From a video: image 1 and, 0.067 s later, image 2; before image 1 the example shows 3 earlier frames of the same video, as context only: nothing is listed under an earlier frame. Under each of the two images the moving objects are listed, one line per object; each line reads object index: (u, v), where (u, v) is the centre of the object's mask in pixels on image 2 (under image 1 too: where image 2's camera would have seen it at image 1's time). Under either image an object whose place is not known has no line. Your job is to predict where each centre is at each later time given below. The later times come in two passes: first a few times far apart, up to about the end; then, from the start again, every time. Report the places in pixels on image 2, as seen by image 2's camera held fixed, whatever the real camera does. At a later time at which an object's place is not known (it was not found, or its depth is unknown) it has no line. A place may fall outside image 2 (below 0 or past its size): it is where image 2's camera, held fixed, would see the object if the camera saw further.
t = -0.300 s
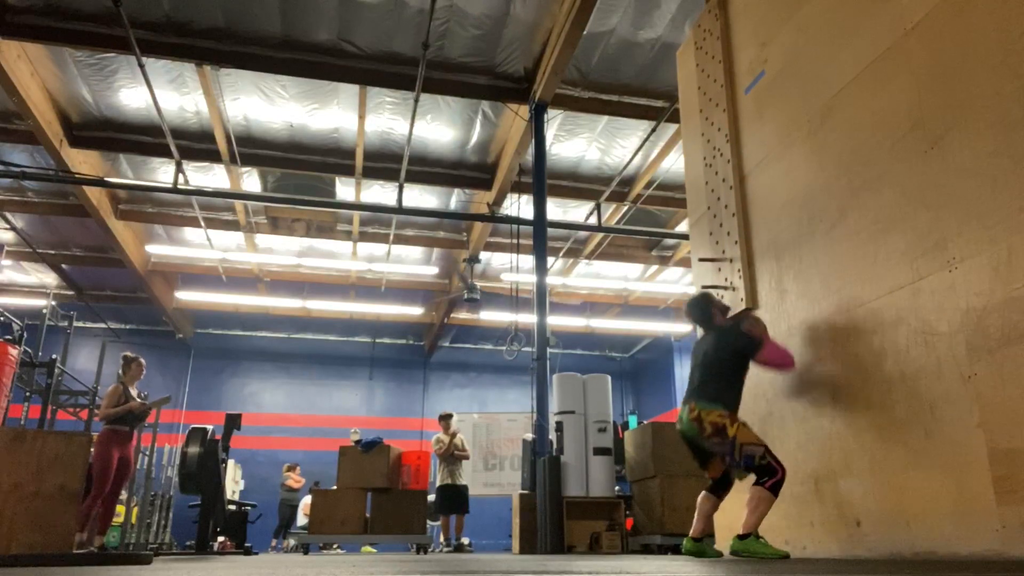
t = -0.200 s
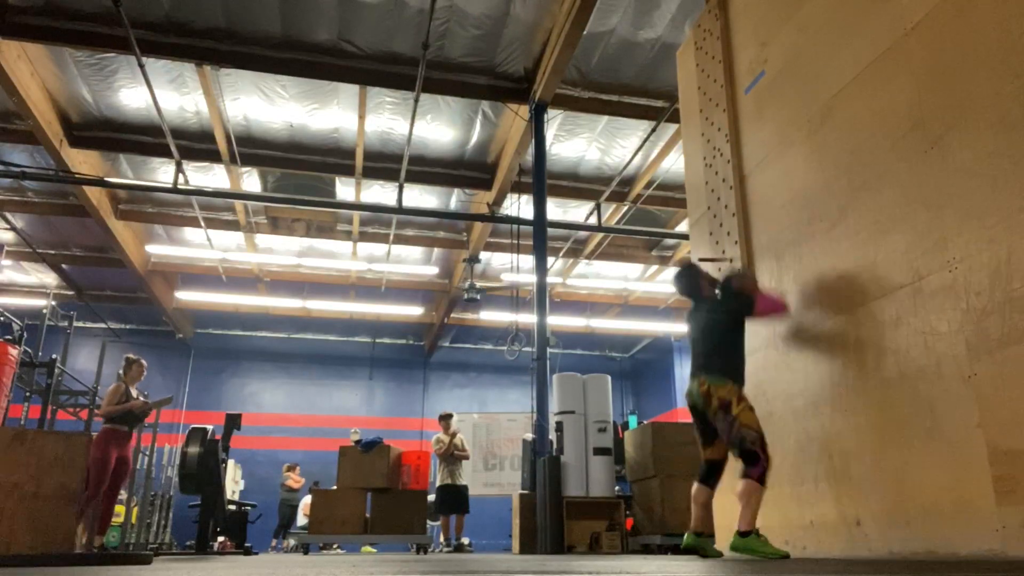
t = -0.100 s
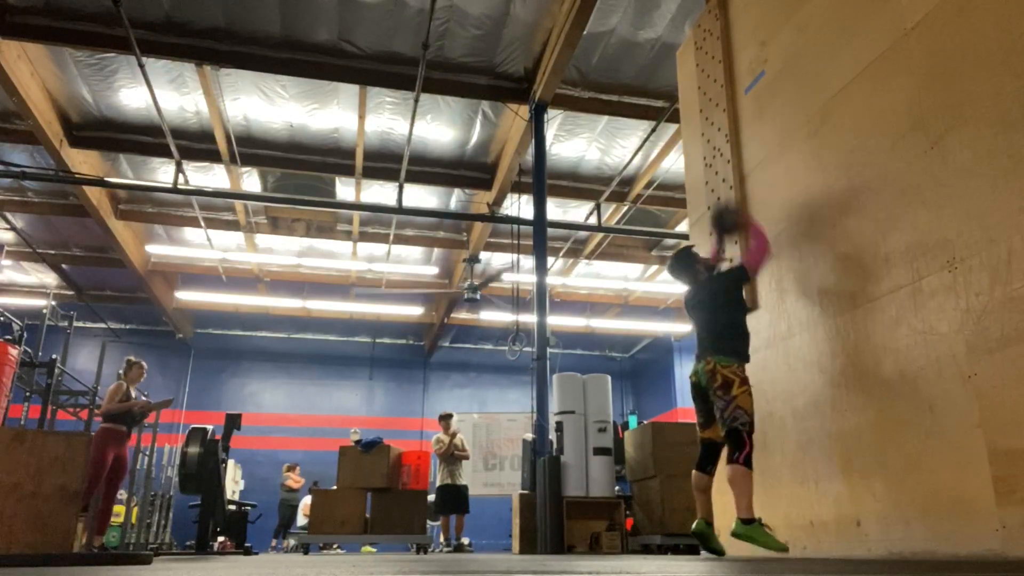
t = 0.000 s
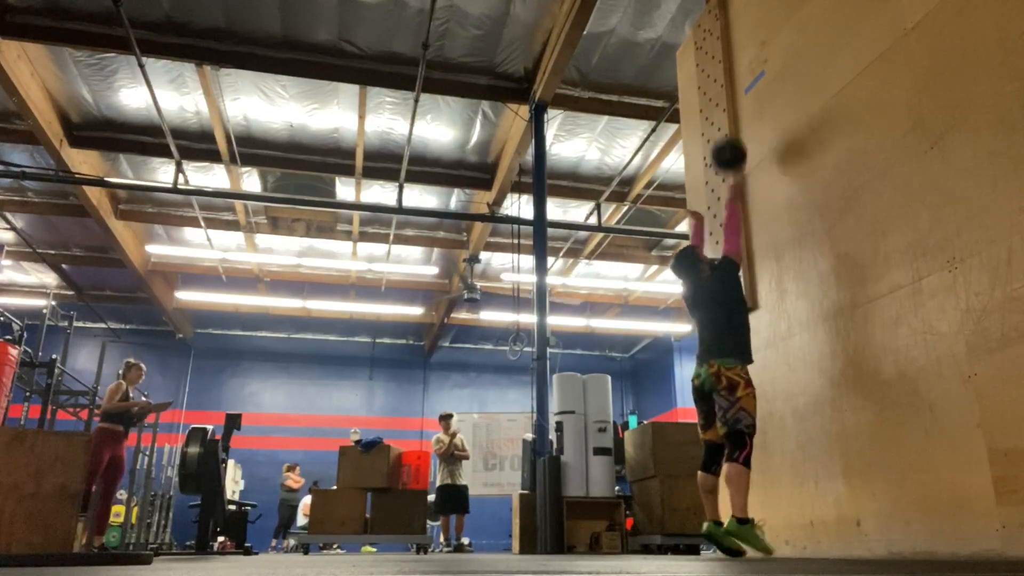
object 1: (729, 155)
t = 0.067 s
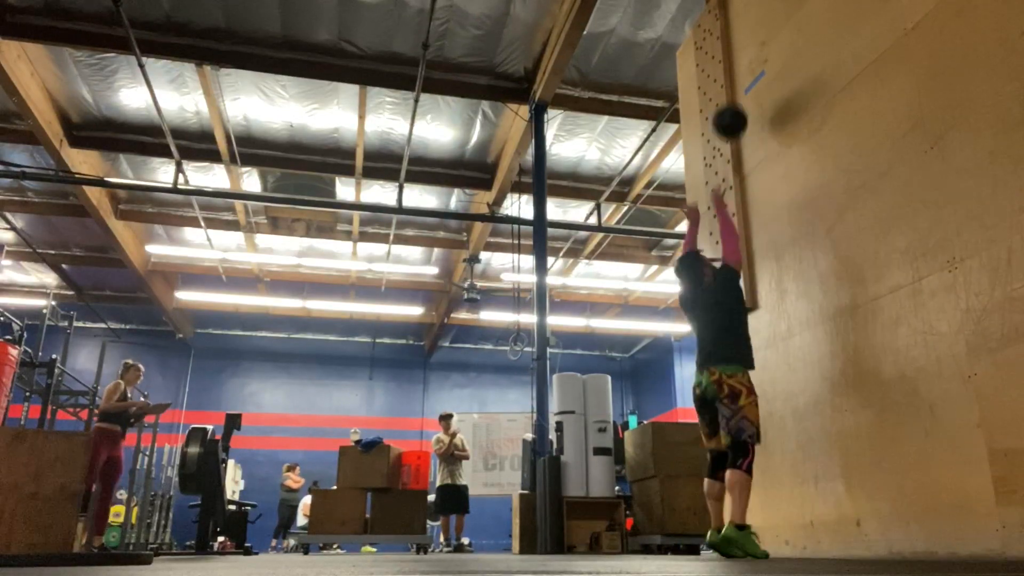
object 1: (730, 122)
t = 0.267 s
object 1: (736, 60)
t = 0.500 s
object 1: (736, 53)
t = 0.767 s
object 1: (734, 127)
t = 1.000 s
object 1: (742, 276)
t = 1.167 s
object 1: (754, 459)
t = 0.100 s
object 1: (730, 108)
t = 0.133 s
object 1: (731, 95)
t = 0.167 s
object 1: (732, 84)
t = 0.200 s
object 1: (733, 74)
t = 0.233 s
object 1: (734, 67)
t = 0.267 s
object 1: (736, 60)
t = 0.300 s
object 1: (738, 55)
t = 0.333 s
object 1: (740, 52)
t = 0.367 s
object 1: (740, 50)
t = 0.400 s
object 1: (740, 49)
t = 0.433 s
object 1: (739, 49)
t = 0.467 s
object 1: (737, 50)
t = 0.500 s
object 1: (736, 53)
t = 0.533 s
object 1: (735, 57)
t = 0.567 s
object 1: (734, 63)
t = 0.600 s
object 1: (734, 70)
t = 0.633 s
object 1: (734, 78)
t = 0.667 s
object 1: (734, 88)
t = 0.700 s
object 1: (734, 99)
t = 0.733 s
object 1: (734, 112)
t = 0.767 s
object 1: (734, 127)
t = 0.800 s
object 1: (735, 143)
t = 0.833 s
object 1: (736, 160)
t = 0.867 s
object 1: (736, 180)
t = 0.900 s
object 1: (737, 201)
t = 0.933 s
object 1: (738, 225)
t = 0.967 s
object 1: (740, 250)
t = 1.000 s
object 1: (742, 276)
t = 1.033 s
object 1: (742, 309)
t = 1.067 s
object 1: (745, 342)
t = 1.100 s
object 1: (749, 375)
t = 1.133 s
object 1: (752, 417)
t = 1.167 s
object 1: (754, 459)
